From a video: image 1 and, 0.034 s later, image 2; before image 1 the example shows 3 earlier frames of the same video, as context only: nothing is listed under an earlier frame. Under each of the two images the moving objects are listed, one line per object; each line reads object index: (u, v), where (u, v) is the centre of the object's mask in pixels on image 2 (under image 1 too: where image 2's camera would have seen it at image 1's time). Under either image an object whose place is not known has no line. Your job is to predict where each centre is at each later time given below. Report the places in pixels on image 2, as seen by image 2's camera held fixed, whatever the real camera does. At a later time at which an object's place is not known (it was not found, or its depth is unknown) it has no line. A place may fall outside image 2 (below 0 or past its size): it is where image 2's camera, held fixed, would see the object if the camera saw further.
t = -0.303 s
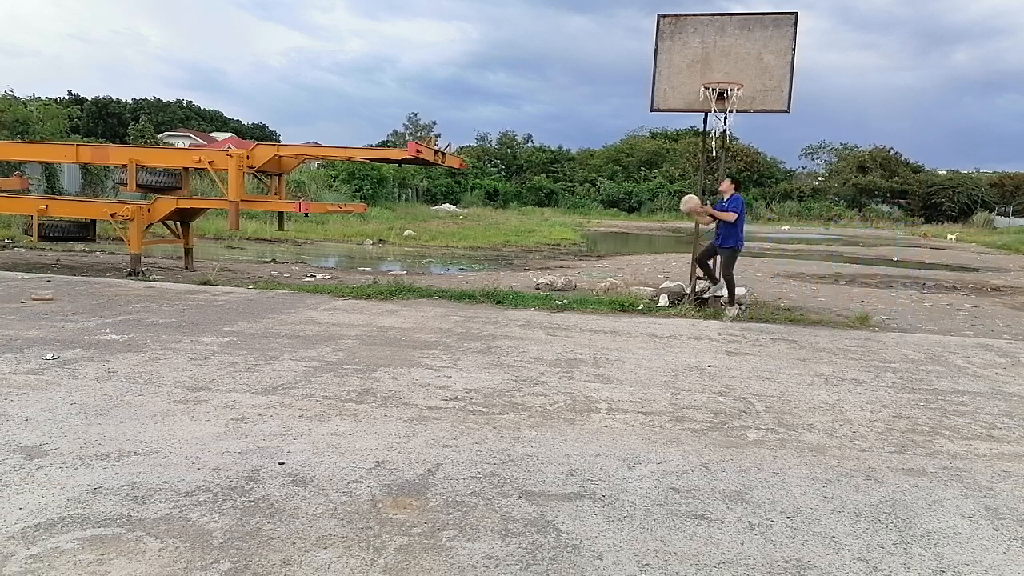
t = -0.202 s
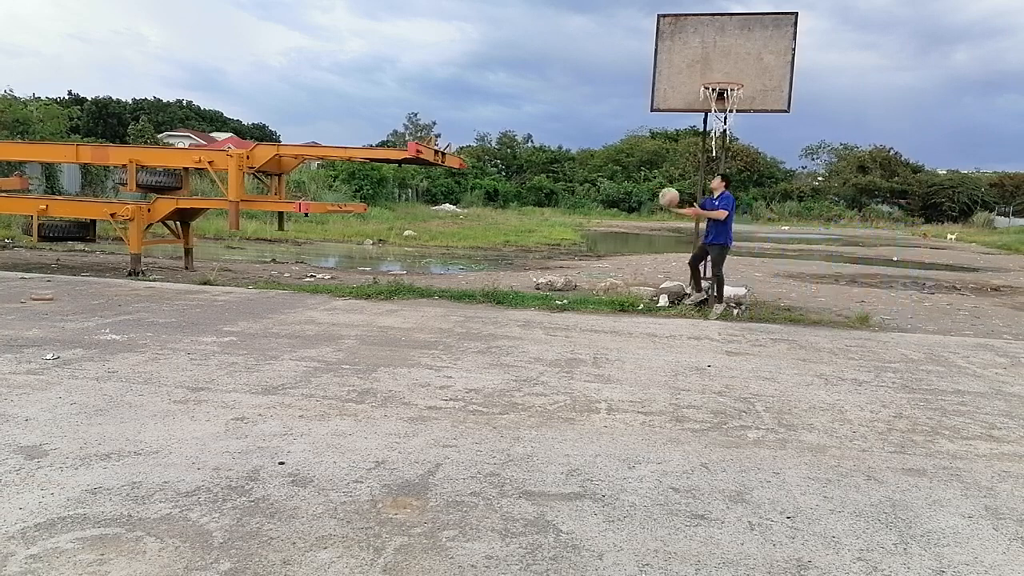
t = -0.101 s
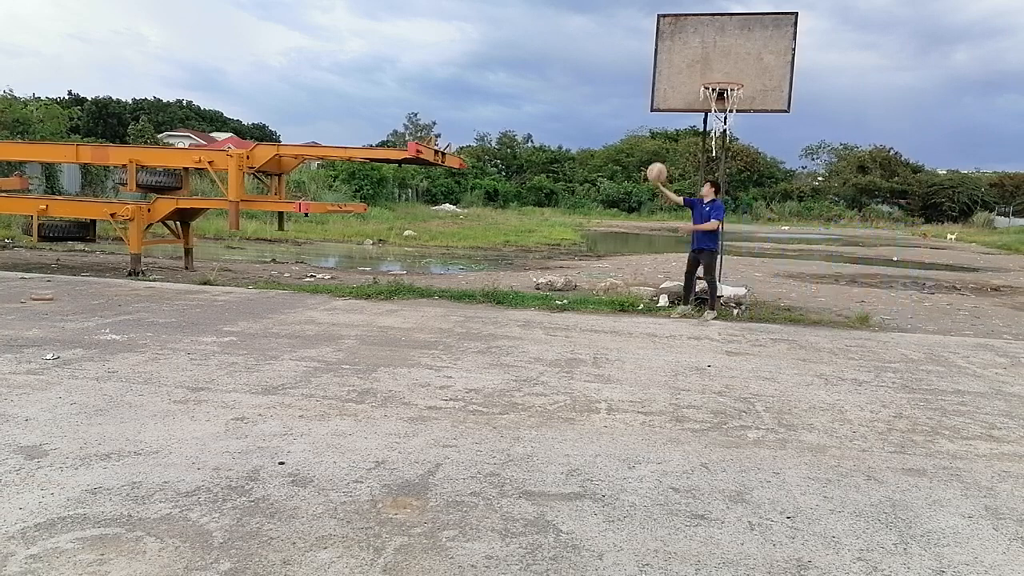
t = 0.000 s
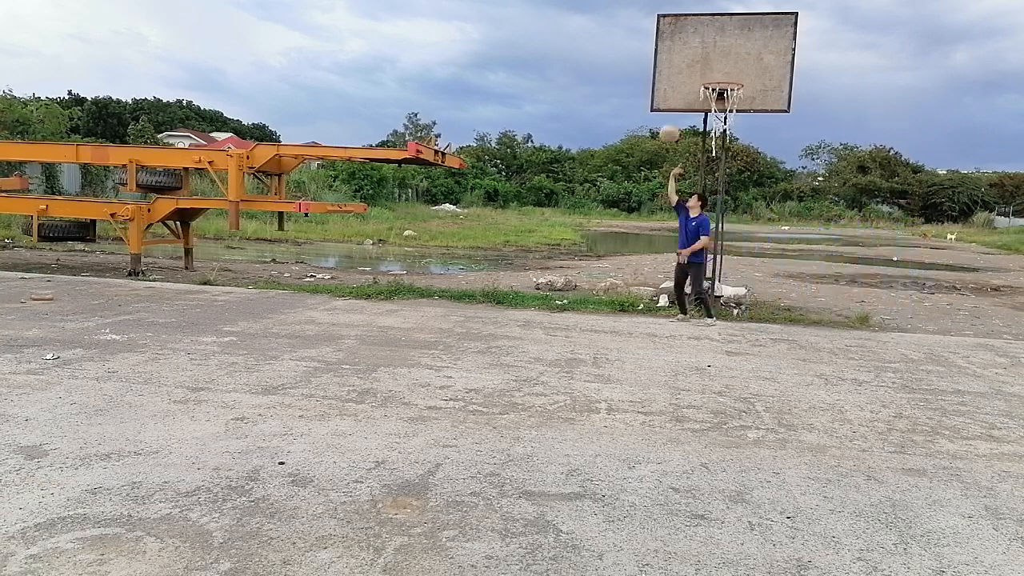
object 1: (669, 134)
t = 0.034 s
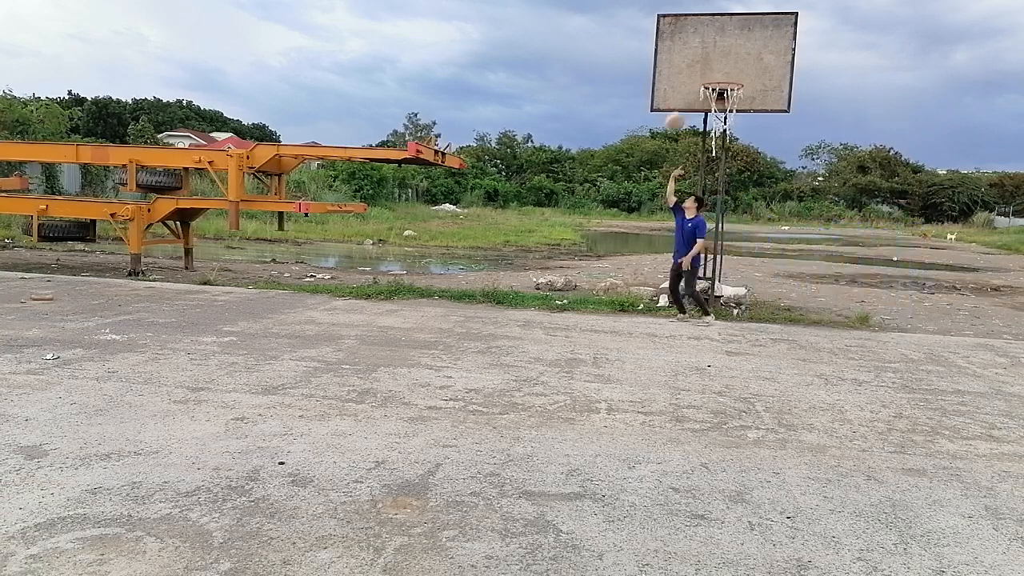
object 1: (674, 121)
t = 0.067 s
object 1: (680, 110)
